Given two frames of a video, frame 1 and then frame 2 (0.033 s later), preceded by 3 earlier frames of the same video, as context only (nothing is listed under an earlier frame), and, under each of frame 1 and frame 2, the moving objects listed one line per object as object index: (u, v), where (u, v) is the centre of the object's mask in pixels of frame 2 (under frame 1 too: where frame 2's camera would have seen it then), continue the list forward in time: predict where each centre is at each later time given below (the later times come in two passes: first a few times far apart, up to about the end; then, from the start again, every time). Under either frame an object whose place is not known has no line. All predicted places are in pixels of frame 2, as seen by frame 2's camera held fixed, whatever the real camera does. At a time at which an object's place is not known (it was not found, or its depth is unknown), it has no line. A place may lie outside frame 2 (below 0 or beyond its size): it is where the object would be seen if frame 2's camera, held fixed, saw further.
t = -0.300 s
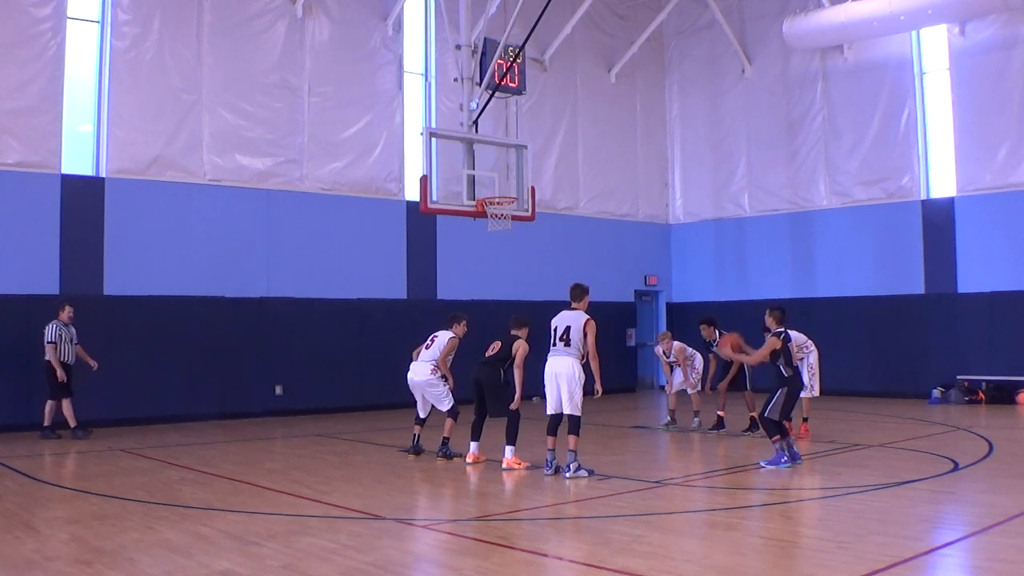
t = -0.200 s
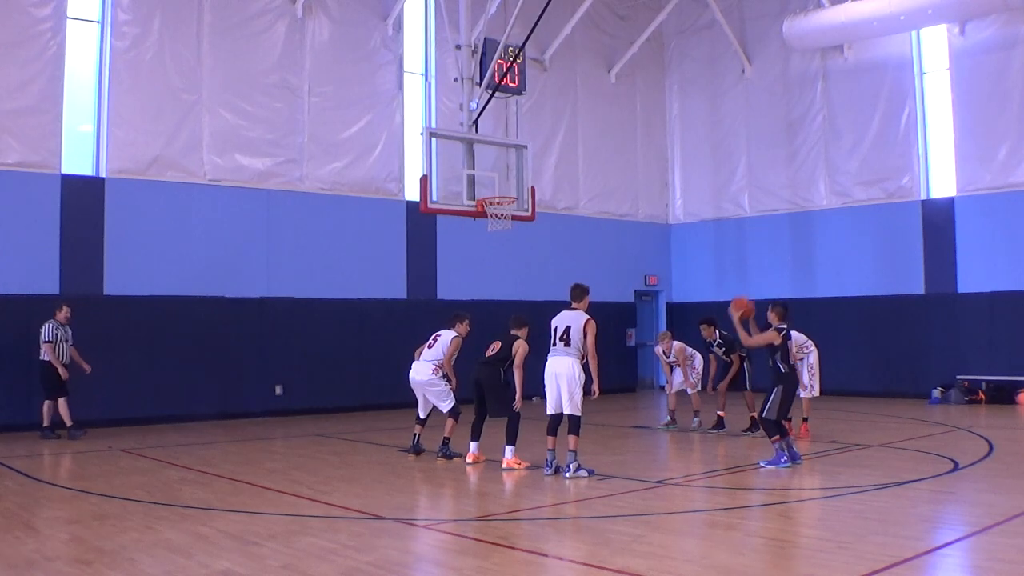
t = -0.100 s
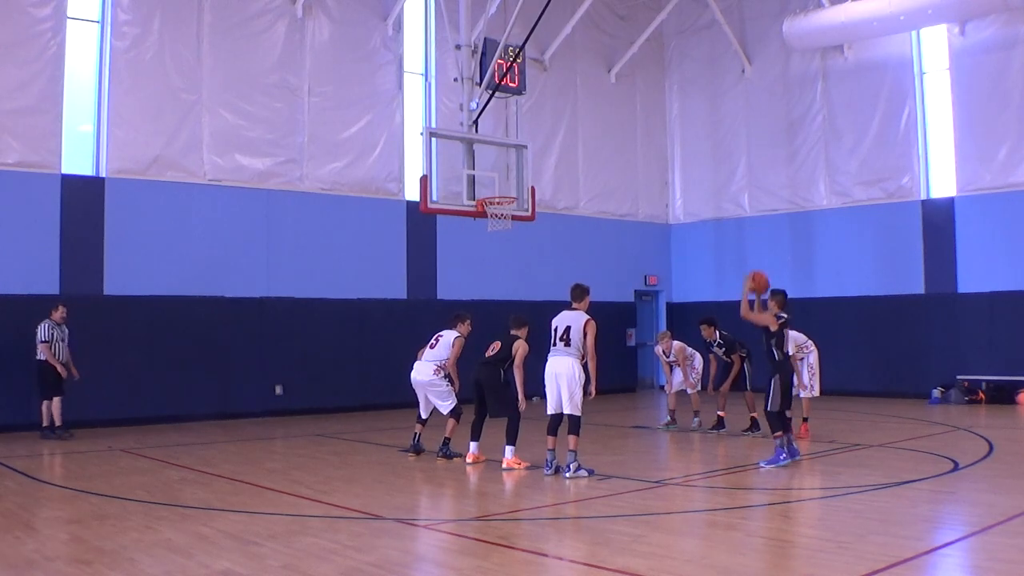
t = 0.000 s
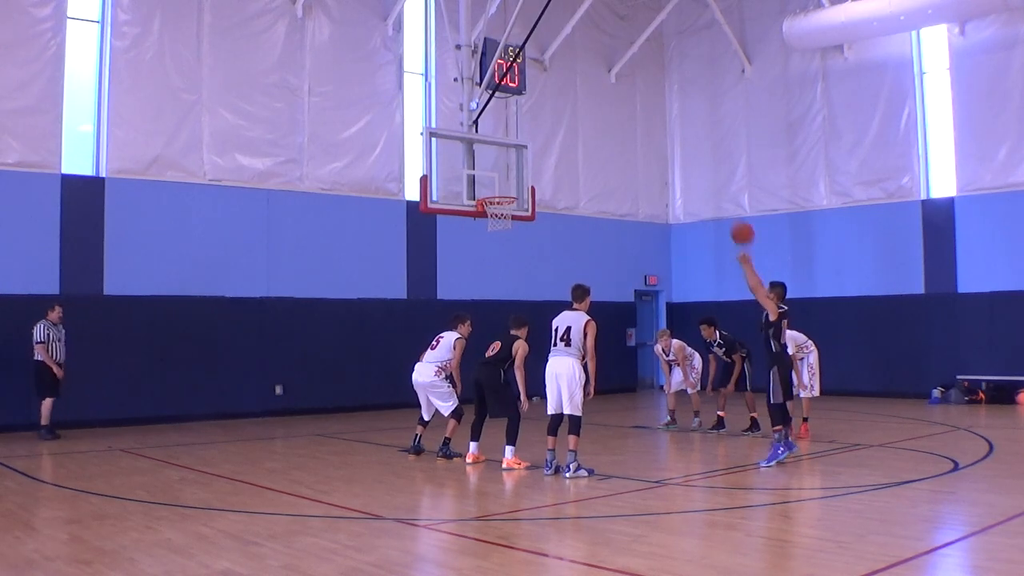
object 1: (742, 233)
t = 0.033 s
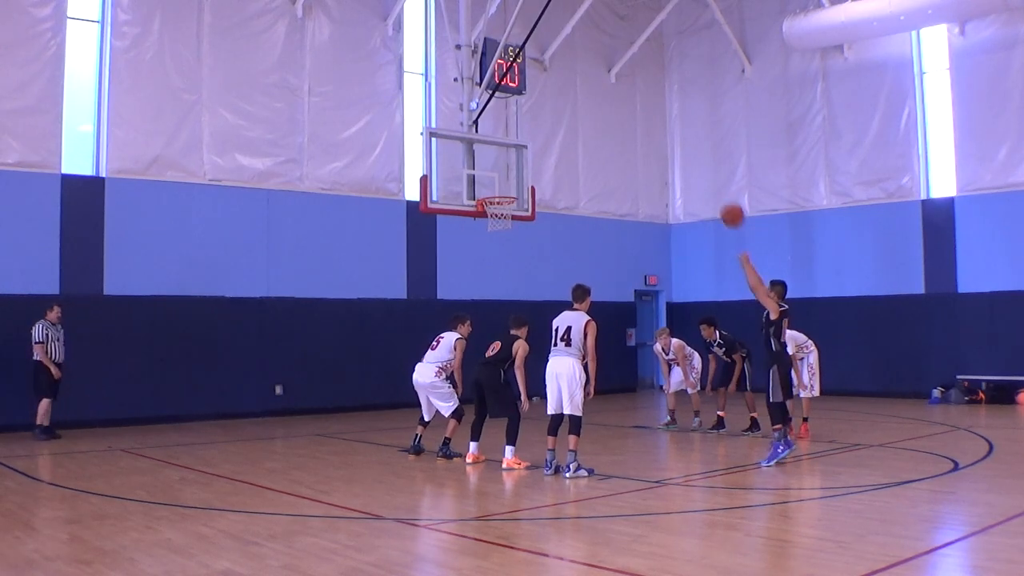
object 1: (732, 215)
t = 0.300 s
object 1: (660, 121)
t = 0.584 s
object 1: (597, 99)
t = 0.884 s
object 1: (541, 145)
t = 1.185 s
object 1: (531, 169)
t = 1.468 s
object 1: (560, 170)
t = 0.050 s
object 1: (727, 206)
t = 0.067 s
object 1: (722, 198)
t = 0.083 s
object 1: (717, 191)
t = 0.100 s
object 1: (713, 184)
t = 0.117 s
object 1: (708, 177)
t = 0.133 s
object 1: (704, 170)
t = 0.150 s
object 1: (699, 164)
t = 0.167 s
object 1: (694, 158)
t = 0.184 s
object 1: (690, 152)
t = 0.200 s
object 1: (686, 147)
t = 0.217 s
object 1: (681, 142)
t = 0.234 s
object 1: (677, 137)
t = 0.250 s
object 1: (673, 133)
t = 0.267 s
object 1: (669, 129)
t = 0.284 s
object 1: (664, 125)
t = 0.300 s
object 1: (660, 121)
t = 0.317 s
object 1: (656, 118)
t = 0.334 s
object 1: (652, 115)
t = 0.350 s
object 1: (648, 112)
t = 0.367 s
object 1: (644, 110)
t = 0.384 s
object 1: (641, 107)
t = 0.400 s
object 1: (637, 105)
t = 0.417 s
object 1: (633, 103)
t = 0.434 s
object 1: (629, 102)
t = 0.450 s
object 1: (626, 101)
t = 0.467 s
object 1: (622, 100)
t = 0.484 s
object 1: (618, 99)
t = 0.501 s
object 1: (615, 99)
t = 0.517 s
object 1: (611, 98)
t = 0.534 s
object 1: (608, 98)
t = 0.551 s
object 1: (604, 98)
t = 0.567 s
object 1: (601, 99)
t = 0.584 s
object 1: (597, 99)
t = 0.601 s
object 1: (594, 100)
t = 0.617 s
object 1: (591, 101)
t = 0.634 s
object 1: (587, 102)
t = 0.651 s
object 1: (584, 104)
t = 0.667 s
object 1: (581, 105)
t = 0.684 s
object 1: (578, 107)
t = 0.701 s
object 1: (574, 109)
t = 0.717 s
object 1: (571, 111)
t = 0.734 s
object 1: (568, 114)
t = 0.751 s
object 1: (565, 116)
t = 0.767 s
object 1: (562, 119)
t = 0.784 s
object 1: (559, 122)
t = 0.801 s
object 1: (556, 126)
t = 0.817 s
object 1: (553, 129)
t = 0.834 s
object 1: (550, 133)
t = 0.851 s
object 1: (547, 137)
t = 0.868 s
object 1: (544, 140)
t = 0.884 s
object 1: (541, 145)
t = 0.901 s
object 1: (538, 149)
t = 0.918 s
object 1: (536, 153)
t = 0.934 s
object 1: (533, 158)
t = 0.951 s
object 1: (530, 163)
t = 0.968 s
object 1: (527, 169)
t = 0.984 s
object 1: (524, 174)
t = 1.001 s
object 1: (522, 180)
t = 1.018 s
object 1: (519, 184)
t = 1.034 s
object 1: (517, 190)
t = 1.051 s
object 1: (518, 189)
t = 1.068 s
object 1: (519, 186)
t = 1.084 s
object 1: (521, 183)
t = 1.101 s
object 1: (523, 180)
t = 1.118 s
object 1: (524, 178)
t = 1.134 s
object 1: (526, 175)
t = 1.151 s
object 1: (528, 173)
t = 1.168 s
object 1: (530, 171)
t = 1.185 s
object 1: (531, 169)
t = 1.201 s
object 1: (533, 168)
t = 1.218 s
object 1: (535, 166)
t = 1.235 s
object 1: (536, 165)
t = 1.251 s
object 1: (538, 164)
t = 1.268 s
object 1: (540, 163)
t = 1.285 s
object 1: (541, 163)
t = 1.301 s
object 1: (543, 163)
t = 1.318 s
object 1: (545, 162)
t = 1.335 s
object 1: (547, 162)
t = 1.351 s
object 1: (548, 163)
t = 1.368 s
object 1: (550, 163)
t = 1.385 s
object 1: (552, 164)
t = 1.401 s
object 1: (554, 165)
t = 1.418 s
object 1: (555, 166)
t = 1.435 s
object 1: (557, 167)
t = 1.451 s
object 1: (559, 169)
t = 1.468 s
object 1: (560, 170)
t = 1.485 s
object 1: (562, 172)
